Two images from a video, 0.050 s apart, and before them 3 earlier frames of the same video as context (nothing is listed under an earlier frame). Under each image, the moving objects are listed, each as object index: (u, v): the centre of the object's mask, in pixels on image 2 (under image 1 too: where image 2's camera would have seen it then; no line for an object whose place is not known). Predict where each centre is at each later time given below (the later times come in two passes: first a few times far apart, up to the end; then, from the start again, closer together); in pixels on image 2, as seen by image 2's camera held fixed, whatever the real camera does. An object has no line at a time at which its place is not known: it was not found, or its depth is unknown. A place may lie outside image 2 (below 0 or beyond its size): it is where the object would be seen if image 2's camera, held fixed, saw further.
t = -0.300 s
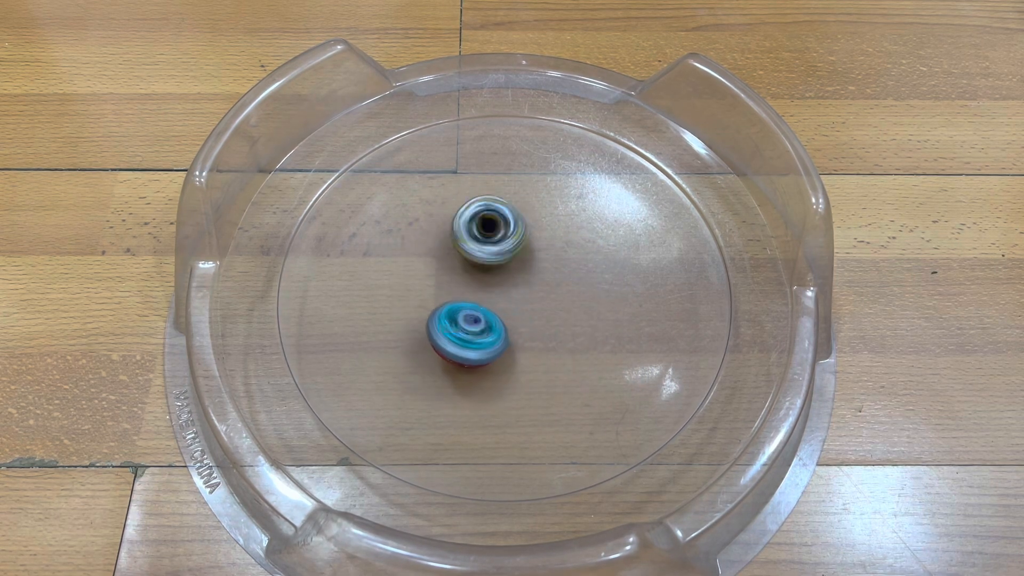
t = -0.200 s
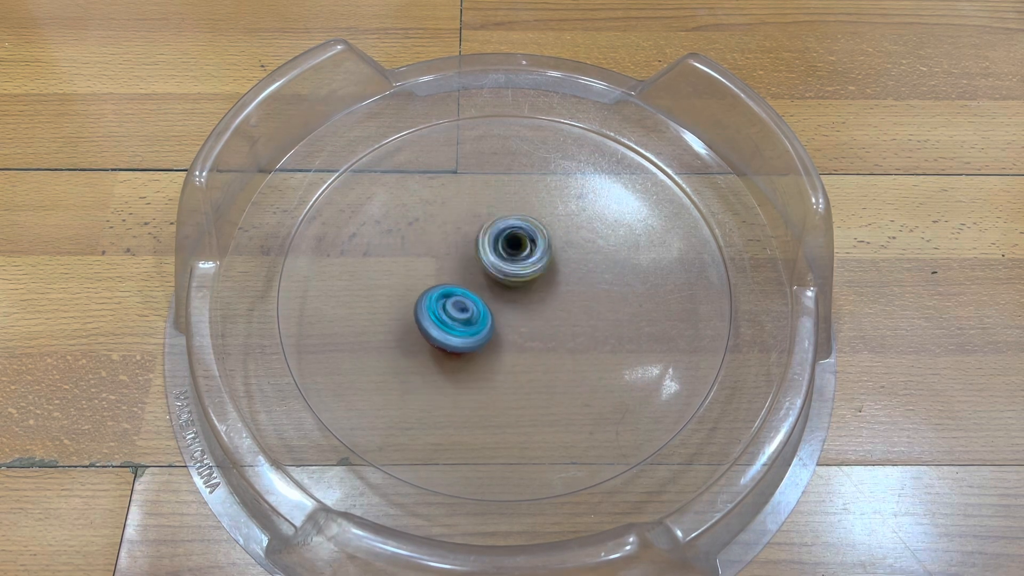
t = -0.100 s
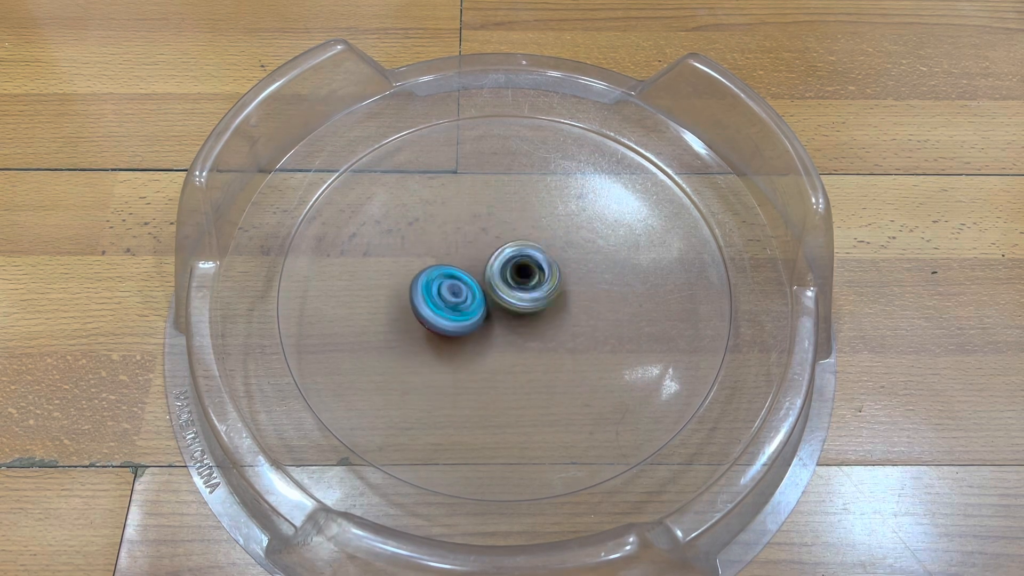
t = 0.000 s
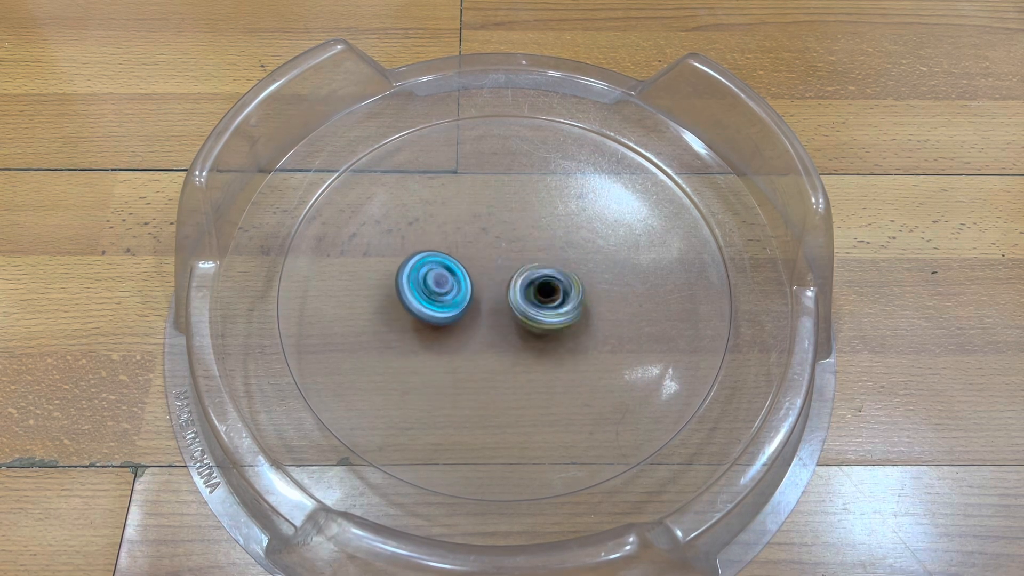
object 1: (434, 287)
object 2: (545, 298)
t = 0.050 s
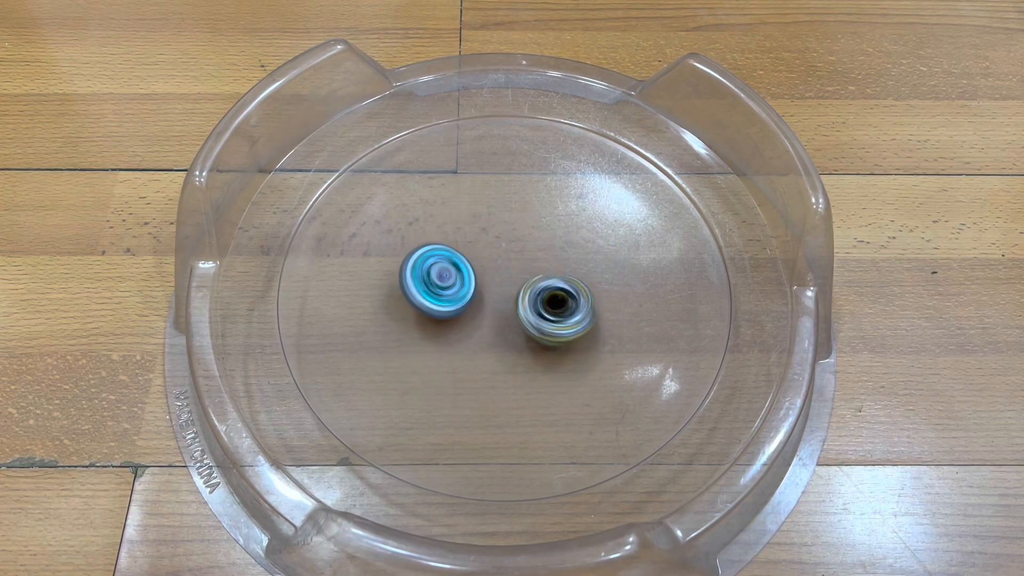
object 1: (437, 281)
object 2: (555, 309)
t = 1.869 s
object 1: (462, 241)
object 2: (539, 292)
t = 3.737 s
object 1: (543, 257)
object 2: (508, 320)
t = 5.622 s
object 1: (522, 324)
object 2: (461, 254)
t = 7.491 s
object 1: (495, 278)
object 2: (584, 270)
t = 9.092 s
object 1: (478, 281)
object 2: (519, 342)
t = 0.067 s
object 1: (439, 278)
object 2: (558, 313)
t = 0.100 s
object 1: (444, 273)
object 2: (562, 322)
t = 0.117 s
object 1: (446, 271)
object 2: (563, 325)
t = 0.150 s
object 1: (452, 266)
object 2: (563, 335)
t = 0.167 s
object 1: (455, 265)
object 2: (561, 338)
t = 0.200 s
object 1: (461, 261)
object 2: (556, 346)
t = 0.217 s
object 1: (465, 259)
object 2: (552, 348)
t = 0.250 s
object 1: (472, 256)
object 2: (542, 351)
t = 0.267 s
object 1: (476, 255)
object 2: (537, 351)
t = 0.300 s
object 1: (484, 253)
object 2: (526, 349)
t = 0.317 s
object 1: (488, 252)
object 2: (522, 347)
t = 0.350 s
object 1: (496, 250)
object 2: (512, 341)
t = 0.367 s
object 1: (500, 250)
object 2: (509, 337)
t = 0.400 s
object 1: (508, 250)
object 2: (502, 329)
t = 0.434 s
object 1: (516, 249)
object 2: (497, 320)
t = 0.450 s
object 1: (521, 249)
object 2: (494, 316)
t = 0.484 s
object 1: (529, 249)
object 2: (492, 307)
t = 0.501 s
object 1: (533, 250)
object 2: (489, 303)
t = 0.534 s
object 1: (542, 251)
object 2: (482, 300)
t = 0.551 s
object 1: (545, 251)
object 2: (477, 299)
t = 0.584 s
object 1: (551, 254)
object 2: (469, 295)
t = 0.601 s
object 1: (554, 256)
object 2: (464, 292)
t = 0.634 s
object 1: (559, 260)
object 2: (456, 287)
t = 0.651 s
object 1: (561, 262)
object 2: (451, 283)
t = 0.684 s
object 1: (564, 266)
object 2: (446, 276)
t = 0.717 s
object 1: (568, 270)
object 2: (443, 268)
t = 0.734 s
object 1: (569, 273)
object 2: (442, 263)
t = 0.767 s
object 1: (571, 279)
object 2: (443, 256)
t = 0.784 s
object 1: (571, 281)
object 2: (444, 252)
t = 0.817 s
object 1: (573, 286)
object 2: (450, 245)
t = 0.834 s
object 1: (572, 289)
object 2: (453, 243)
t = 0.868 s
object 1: (572, 294)
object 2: (462, 240)
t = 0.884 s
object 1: (571, 297)
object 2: (466, 238)
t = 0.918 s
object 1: (569, 302)
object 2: (476, 239)
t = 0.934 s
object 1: (567, 304)
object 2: (481, 240)
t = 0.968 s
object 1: (564, 309)
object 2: (490, 244)
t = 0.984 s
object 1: (562, 311)
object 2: (494, 246)
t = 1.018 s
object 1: (558, 316)
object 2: (503, 252)
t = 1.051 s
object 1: (553, 319)
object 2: (510, 258)
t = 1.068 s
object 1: (550, 321)
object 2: (512, 262)
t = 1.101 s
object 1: (544, 327)
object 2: (516, 262)
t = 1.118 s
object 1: (541, 329)
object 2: (517, 260)
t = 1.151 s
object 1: (533, 330)
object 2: (518, 257)
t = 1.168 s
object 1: (529, 331)
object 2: (519, 256)
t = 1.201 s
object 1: (521, 331)
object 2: (521, 255)
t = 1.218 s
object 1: (517, 331)
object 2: (520, 254)
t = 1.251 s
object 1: (509, 329)
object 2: (522, 254)
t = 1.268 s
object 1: (505, 328)
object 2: (523, 254)
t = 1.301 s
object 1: (497, 326)
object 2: (523, 254)
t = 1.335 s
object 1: (489, 323)
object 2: (523, 256)
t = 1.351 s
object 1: (486, 320)
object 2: (523, 256)
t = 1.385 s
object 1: (479, 316)
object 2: (523, 258)
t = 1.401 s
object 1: (476, 314)
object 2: (522, 260)
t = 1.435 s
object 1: (468, 311)
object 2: (525, 260)
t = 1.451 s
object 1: (464, 309)
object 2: (526, 258)
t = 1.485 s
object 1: (460, 303)
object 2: (530, 258)
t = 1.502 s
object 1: (458, 300)
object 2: (531, 258)
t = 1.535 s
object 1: (454, 293)
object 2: (532, 259)
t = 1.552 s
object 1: (453, 290)
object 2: (533, 259)
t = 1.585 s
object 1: (451, 283)
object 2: (535, 261)
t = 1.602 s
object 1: (450, 280)
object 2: (534, 262)
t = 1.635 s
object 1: (450, 274)
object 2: (535, 264)
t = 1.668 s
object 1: (450, 268)
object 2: (533, 265)
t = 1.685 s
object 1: (451, 265)
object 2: (532, 267)
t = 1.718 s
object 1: (453, 258)
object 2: (530, 270)
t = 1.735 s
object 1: (454, 256)
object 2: (528, 270)
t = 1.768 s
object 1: (452, 250)
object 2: (532, 273)
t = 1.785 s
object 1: (451, 249)
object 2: (534, 275)
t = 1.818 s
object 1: (454, 245)
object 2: (538, 282)
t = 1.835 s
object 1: (457, 244)
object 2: (539, 286)
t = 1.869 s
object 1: (462, 241)
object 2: (539, 292)
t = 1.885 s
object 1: (465, 240)
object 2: (540, 296)
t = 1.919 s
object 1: (471, 238)
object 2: (537, 303)
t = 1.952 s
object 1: (478, 237)
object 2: (531, 308)
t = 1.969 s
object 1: (481, 236)
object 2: (528, 311)
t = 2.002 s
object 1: (488, 236)
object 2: (521, 313)
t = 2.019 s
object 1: (492, 237)
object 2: (515, 314)
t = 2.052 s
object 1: (499, 238)
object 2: (507, 313)
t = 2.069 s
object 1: (503, 238)
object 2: (502, 312)
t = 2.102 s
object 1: (510, 240)
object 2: (494, 309)
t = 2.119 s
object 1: (514, 240)
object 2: (492, 307)
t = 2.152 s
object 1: (521, 243)
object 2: (485, 301)
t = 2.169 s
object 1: (524, 244)
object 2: (482, 302)
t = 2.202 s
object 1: (530, 248)
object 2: (475, 302)
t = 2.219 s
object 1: (532, 251)
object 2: (470, 300)
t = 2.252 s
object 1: (536, 256)
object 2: (462, 298)
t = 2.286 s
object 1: (541, 261)
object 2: (456, 293)
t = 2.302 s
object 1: (542, 264)
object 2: (454, 291)
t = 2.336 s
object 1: (545, 271)
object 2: (450, 284)
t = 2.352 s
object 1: (546, 274)
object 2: (451, 281)
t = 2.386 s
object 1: (548, 280)
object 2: (452, 275)
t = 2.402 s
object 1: (548, 284)
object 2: (453, 273)
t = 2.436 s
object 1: (548, 290)
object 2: (459, 268)
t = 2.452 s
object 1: (548, 293)
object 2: (462, 266)
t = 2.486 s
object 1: (547, 300)
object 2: (470, 265)
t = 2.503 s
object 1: (546, 303)
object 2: (474, 264)
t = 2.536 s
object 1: (543, 308)
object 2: (482, 265)
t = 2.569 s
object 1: (540, 315)
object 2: (488, 265)
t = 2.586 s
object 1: (538, 318)
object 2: (490, 263)
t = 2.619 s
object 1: (534, 323)
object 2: (493, 259)
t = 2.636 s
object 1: (530, 325)
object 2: (496, 258)
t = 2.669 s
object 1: (524, 328)
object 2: (500, 255)
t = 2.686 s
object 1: (521, 330)
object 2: (501, 255)
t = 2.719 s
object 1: (514, 332)
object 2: (505, 253)
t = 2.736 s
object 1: (510, 333)
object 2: (507, 253)
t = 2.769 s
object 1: (504, 334)
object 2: (511, 254)
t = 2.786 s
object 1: (500, 335)
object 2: (513, 255)
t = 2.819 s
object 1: (492, 333)
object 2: (516, 258)
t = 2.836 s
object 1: (489, 333)
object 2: (517, 259)
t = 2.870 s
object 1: (481, 331)
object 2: (519, 263)
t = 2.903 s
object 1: (475, 329)
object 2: (521, 267)
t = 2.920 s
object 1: (472, 327)
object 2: (522, 269)
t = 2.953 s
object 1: (467, 323)
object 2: (522, 273)
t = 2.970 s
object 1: (464, 322)
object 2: (522, 276)
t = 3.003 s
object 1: (459, 317)
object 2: (523, 279)
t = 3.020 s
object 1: (457, 315)
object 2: (524, 281)
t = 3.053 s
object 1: (454, 309)
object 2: (525, 283)
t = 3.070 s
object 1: (452, 306)
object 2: (526, 285)
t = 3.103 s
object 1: (450, 300)
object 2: (526, 287)
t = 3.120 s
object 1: (450, 297)
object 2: (526, 287)
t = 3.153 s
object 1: (446, 290)
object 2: (533, 290)
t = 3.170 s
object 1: (447, 287)
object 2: (534, 291)
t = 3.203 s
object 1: (449, 280)
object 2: (539, 293)
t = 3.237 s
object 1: (450, 275)
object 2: (543, 295)
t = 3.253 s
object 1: (452, 271)
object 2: (544, 296)
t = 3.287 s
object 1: (456, 265)
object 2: (546, 297)
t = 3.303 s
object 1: (459, 263)
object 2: (546, 299)
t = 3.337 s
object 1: (463, 258)
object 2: (547, 301)
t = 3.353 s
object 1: (466, 255)
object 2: (545, 301)
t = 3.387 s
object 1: (472, 252)
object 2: (545, 303)
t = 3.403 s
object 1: (476, 251)
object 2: (545, 303)
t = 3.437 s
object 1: (482, 248)
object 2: (542, 303)
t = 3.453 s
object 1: (486, 246)
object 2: (542, 303)
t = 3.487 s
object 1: (494, 245)
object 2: (539, 302)
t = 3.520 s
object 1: (501, 243)
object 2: (537, 301)
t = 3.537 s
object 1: (504, 241)
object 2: (536, 301)
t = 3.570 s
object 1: (511, 240)
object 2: (534, 307)
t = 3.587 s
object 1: (516, 241)
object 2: (534, 309)
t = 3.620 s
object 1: (523, 244)
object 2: (530, 313)
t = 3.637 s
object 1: (526, 245)
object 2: (527, 315)
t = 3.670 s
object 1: (533, 248)
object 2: (522, 318)
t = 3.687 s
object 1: (536, 249)
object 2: (518, 319)
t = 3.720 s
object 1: (541, 254)
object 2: (511, 320)
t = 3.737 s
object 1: (543, 257)
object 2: (508, 320)
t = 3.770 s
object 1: (548, 261)
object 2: (500, 318)
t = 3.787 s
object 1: (550, 264)
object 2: (497, 317)
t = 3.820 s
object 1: (553, 270)
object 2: (491, 313)
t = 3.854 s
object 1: (555, 276)
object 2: (486, 308)
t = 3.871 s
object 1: (556, 279)
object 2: (484, 305)
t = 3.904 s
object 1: (556, 286)
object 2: (481, 298)
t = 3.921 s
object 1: (555, 289)
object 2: (480, 295)
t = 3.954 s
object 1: (555, 295)
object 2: (477, 289)
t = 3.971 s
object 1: (554, 298)
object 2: (476, 285)
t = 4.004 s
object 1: (552, 304)
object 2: (474, 280)
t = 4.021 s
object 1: (550, 306)
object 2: (474, 276)
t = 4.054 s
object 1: (546, 311)
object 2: (474, 269)
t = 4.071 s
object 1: (545, 314)
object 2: (474, 265)
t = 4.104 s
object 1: (538, 318)
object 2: (475, 259)
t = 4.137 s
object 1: (532, 321)
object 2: (478, 254)
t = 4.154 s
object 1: (530, 323)
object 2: (480, 251)
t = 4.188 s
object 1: (522, 325)
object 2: (485, 246)
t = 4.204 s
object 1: (518, 326)
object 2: (488, 244)
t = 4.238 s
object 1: (511, 326)
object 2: (495, 242)
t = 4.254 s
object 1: (507, 326)
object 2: (498, 242)
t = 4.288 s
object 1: (499, 326)
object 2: (506, 242)
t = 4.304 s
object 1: (496, 325)
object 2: (509, 243)
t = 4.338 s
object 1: (489, 323)
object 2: (514, 247)
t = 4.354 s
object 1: (485, 321)
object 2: (517, 249)
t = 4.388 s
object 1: (479, 318)
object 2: (521, 255)
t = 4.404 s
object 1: (476, 315)
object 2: (523, 258)
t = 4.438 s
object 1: (471, 311)
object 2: (525, 265)
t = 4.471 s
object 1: (463, 309)
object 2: (531, 266)
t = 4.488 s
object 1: (459, 307)
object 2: (533, 266)
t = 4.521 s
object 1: (455, 302)
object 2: (538, 268)
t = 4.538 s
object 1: (453, 299)
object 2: (541, 271)
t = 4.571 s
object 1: (451, 294)
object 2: (544, 273)
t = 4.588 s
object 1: (450, 291)
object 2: (545, 275)
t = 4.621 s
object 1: (449, 285)
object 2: (547, 280)
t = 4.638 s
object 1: (450, 282)
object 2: (548, 281)
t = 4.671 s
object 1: (450, 278)
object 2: (547, 286)
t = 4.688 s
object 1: (451, 275)
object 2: (547, 288)
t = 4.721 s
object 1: (453, 269)
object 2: (545, 292)
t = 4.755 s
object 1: (457, 265)
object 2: (541, 296)
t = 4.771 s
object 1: (459, 263)
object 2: (540, 298)
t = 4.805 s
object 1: (463, 259)
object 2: (536, 300)
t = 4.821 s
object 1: (466, 257)
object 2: (532, 301)
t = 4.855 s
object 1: (471, 254)
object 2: (526, 304)
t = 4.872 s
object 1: (474, 252)
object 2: (524, 305)
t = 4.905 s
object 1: (480, 249)
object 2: (519, 306)
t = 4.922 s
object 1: (483, 247)
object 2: (516, 307)
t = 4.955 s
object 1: (490, 246)
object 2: (510, 311)
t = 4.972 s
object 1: (495, 245)
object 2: (507, 313)
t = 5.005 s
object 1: (502, 246)
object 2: (502, 315)
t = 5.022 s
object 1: (505, 247)
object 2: (499, 316)
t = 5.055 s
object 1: (512, 248)
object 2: (491, 317)
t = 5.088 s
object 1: (519, 251)
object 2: (485, 317)
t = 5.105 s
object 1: (522, 253)
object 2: (482, 317)
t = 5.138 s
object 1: (526, 256)
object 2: (476, 315)
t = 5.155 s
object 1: (529, 258)
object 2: (472, 313)
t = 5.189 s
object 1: (534, 262)
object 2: (468, 310)
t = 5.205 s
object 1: (536, 265)
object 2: (466, 307)
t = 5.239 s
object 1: (538, 270)
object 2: (463, 302)
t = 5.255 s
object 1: (540, 272)
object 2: (463, 300)
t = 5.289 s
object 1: (543, 278)
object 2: (463, 293)
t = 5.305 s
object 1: (543, 281)
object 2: (464, 290)
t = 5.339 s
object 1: (544, 286)
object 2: (467, 285)
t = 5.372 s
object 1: (544, 292)
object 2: (471, 280)
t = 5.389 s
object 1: (544, 295)
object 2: (471, 278)
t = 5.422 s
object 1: (546, 302)
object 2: (467, 273)
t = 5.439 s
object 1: (545, 305)
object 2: (465, 273)
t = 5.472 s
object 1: (542, 309)
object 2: (465, 271)
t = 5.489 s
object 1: (541, 311)
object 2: (466, 268)
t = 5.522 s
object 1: (538, 316)
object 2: (462, 262)
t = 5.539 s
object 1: (535, 318)
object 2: (461, 261)
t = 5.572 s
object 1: (530, 321)
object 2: (460, 260)
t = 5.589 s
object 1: (527, 322)
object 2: (460, 258)
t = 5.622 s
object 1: (522, 324)
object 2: (461, 254)
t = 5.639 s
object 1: (519, 325)
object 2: (460, 252)
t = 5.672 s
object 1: (512, 325)
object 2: (461, 252)
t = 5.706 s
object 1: (506, 325)
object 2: (463, 249)
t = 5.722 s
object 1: (503, 325)
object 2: (463, 249)
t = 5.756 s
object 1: (496, 323)
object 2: (466, 248)
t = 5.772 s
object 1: (493, 322)
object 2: (468, 247)
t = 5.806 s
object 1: (488, 318)
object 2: (470, 249)
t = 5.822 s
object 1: (486, 318)
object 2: (473, 249)
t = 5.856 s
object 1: (480, 315)
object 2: (476, 246)
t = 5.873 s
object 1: (478, 313)
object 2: (477, 246)
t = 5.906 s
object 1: (475, 310)
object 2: (479, 241)
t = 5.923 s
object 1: (474, 308)
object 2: (480, 238)
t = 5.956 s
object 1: (471, 304)
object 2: (479, 234)
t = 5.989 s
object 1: (468, 301)
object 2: (480, 228)
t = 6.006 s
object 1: (467, 298)
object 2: (480, 227)
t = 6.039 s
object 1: (469, 294)
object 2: (481, 223)
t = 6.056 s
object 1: (470, 293)
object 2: (482, 221)
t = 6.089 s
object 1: (470, 289)
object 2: (482, 218)
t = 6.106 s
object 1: (471, 287)
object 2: (481, 216)
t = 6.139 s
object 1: (474, 283)
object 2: (481, 213)
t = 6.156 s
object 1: (476, 282)
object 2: (480, 212)
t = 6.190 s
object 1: (479, 281)
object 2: (477, 209)
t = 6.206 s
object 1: (480, 279)
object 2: (475, 208)
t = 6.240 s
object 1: (485, 275)
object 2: (471, 207)
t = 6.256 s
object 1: (488, 275)
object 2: (470, 207)
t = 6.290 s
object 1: (493, 276)
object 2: (468, 208)
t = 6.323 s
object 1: (496, 276)
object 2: (466, 210)
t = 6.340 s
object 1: (497, 278)
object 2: (466, 210)
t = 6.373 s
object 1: (499, 280)
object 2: (467, 211)
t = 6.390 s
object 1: (501, 280)
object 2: (468, 211)
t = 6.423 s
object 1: (507, 282)
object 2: (469, 213)
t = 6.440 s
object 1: (509, 285)
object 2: (470, 214)
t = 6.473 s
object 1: (510, 289)
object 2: (472, 219)
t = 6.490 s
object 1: (510, 291)
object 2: (473, 221)
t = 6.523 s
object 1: (512, 293)
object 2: (477, 224)
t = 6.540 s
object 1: (514, 295)
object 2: (478, 224)
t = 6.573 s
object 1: (514, 300)
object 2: (480, 228)
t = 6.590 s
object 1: (513, 302)
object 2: (481, 230)
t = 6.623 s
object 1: (512, 305)
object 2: (487, 236)
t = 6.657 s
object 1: (512, 307)
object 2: (494, 241)
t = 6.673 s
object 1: (512, 309)
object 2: (496, 240)
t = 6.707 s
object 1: (509, 312)
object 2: (499, 240)
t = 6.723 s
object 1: (506, 313)
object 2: (500, 241)
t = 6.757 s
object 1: (503, 314)
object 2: (505, 243)
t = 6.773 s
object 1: (502, 313)
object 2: (509, 245)
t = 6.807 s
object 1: (499, 315)
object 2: (517, 246)
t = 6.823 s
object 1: (497, 315)
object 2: (520, 247)
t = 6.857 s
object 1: (492, 314)
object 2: (526, 247)
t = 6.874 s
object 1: (491, 313)
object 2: (528, 247)
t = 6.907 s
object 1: (488, 312)
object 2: (532, 248)
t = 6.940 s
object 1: (487, 310)
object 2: (537, 248)
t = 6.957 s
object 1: (485, 308)
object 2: (544, 248)
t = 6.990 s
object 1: (483, 304)
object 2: (551, 249)
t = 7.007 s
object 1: (483, 302)
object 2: (555, 249)
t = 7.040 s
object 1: (485, 300)
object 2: (560, 250)
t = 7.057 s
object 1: (485, 299)
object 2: (562, 251)
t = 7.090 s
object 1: (485, 295)
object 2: (567, 253)
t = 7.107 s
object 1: (485, 293)
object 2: (569, 255)
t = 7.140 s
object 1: (488, 290)
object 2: (571, 258)
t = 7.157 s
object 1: (490, 289)
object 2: (571, 260)
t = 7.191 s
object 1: (493, 288)
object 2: (572, 265)
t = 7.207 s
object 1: (494, 287)
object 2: (571, 267)
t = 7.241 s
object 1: (495, 283)
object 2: (573, 269)
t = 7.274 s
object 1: (488, 281)
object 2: (582, 268)
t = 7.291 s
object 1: (487, 279)
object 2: (586, 267)
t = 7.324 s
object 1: (489, 276)
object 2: (586, 265)
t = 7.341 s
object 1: (491, 276)
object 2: (585, 265)
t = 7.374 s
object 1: (494, 279)
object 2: (582, 267)
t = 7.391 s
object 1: (494, 281)
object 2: (582, 269)
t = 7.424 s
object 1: (491, 282)
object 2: (583, 271)
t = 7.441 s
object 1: (490, 280)
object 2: (584, 273)
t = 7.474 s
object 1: (493, 278)
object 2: (585, 271)
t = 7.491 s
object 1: (495, 278)
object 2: (584, 270)
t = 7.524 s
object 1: (498, 282)
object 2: (580, 269)
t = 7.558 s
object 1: (493, 285)
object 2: (574, 269)
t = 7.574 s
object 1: (490, 286)
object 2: (570, 270)
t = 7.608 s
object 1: (488, 285)
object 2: (566, 271)
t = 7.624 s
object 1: (483, 284)
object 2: (570, 271)
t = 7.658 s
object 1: (479, 283)
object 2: (575, 269)
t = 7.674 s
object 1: (478, 282)
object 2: (575, 267)
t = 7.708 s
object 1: (476, 282)
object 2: (572, 266)
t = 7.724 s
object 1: (475, 283)
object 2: (570, 266)
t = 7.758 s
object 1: (471, 283)
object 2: (566, 269)
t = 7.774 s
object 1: (469, 282)
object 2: (567, 272)
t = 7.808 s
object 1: (467, 280)
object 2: (570, 276)
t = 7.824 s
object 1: (466, 279)
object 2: (572, 278)
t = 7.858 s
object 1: (467, 278)
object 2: (575, 275)
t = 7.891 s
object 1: (468, 278)
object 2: (573, 273)
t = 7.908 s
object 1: (468, 278)
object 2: (570, 272)
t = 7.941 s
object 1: (467, 277)
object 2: (566, 277)
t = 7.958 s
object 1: (467, 276)
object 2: (565, 280)
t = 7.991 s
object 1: (468, 274)
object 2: (567, 286)
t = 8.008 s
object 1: (470, 273)
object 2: (569, 287)
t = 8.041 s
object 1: (473, 274)
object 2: (571, 287)
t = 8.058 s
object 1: (475, 274)
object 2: (570, 286)
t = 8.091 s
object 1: (477, 276)
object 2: (568, 286)
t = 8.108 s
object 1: (477, 277)
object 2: (566, 287)
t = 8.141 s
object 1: (478, 277)
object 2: (565, 293)
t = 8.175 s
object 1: (481, 278)
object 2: (566, 298)
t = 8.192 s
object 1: (483, 279)
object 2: (568, 300)
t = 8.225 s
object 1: (485, 283)
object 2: (566, 301)
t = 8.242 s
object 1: (485, 285)
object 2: (565, 303)
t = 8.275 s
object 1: (484, 288)
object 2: (562, 307)
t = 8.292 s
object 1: (484, 289)
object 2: (560, 310)
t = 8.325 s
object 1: (484, 290)
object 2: (557, 311)
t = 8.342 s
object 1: (483, 290)
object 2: (558, 314)
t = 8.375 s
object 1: (475, 286)
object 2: (565, 320)
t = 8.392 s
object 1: (472, 286)
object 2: (567, 319)
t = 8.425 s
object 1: (470, 287)
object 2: (567, 320)
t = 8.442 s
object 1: (469, 287)
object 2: (566, 320)
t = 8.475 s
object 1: (467, 287)
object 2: (564, 322)
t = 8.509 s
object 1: (467, 286)
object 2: (565, 324)
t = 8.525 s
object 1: (467, 286)
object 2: (567, 327)
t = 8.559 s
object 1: (467, 286)
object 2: (571, 326)
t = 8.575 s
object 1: (467, 287)
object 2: (571, 325)
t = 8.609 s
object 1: (468, 287)
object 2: (567, 323)
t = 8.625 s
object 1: (468, 287)
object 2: (566, 325)
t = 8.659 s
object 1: (467, 287)
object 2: (563, 328)
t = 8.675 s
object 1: (467, 287)
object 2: (563, 330)
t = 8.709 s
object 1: (468, 287)
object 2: (565, 331)
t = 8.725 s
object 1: (469, 287)
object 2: (563, 330)
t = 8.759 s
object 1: (470, 287)
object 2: (559, 326)
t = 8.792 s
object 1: (473, 288)
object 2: (549, 326)
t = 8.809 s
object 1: (474, 289)
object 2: (544, 326)
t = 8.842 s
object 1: (473, 288)
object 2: (541, 329)
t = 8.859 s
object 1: (472, 288)
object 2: (542, 330)
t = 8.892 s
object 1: (473, 286)
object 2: (541, 330)
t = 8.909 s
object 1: (474, 285)
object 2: (541, 330)
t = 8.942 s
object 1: (476, 284)
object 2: (536, 329)
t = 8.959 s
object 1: (477, 283)
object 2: (533, 330)
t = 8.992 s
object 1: (478, 282)
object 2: (527, 336)
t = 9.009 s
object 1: (478, 281)
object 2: (527, 338)
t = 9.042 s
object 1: (478, 280)
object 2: (524, 340)
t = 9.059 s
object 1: (478, 281)
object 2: (524, 341)
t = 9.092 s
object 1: (478, 281)
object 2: (519, 342)
